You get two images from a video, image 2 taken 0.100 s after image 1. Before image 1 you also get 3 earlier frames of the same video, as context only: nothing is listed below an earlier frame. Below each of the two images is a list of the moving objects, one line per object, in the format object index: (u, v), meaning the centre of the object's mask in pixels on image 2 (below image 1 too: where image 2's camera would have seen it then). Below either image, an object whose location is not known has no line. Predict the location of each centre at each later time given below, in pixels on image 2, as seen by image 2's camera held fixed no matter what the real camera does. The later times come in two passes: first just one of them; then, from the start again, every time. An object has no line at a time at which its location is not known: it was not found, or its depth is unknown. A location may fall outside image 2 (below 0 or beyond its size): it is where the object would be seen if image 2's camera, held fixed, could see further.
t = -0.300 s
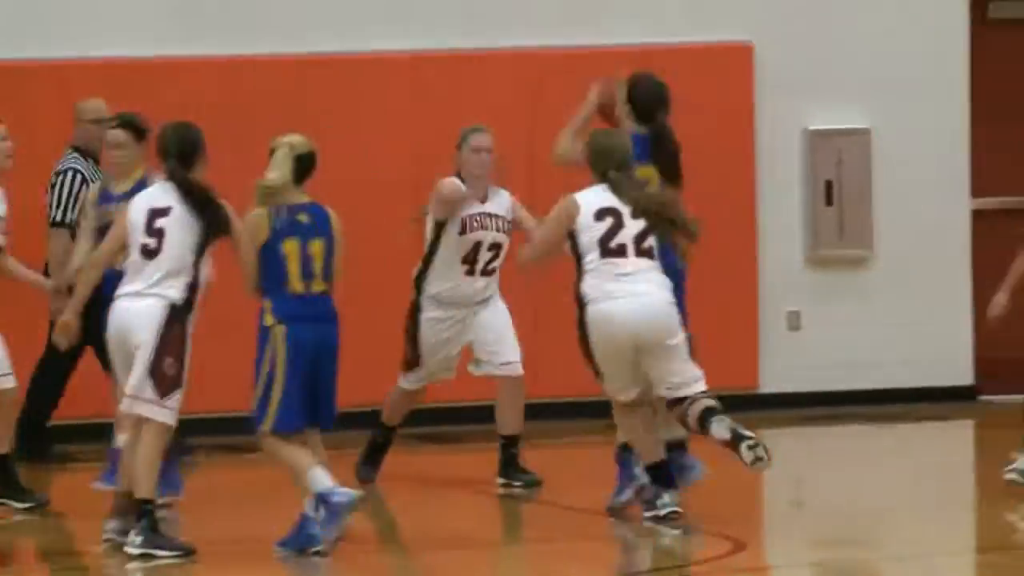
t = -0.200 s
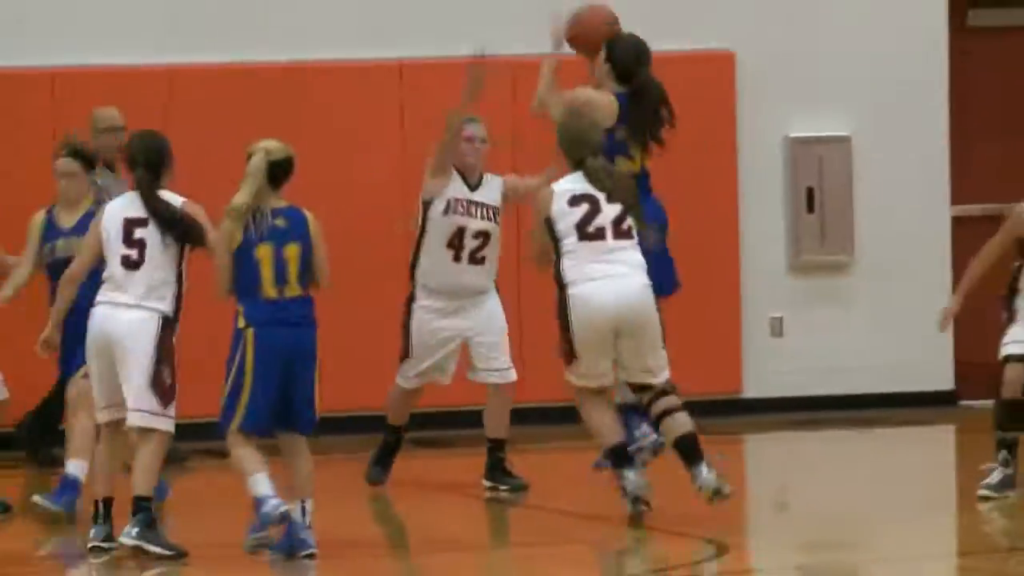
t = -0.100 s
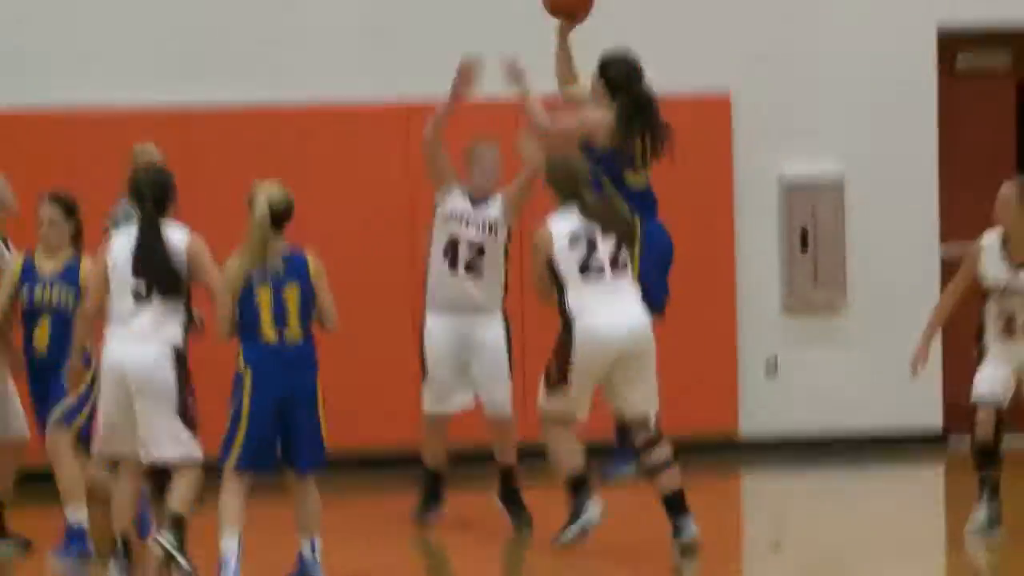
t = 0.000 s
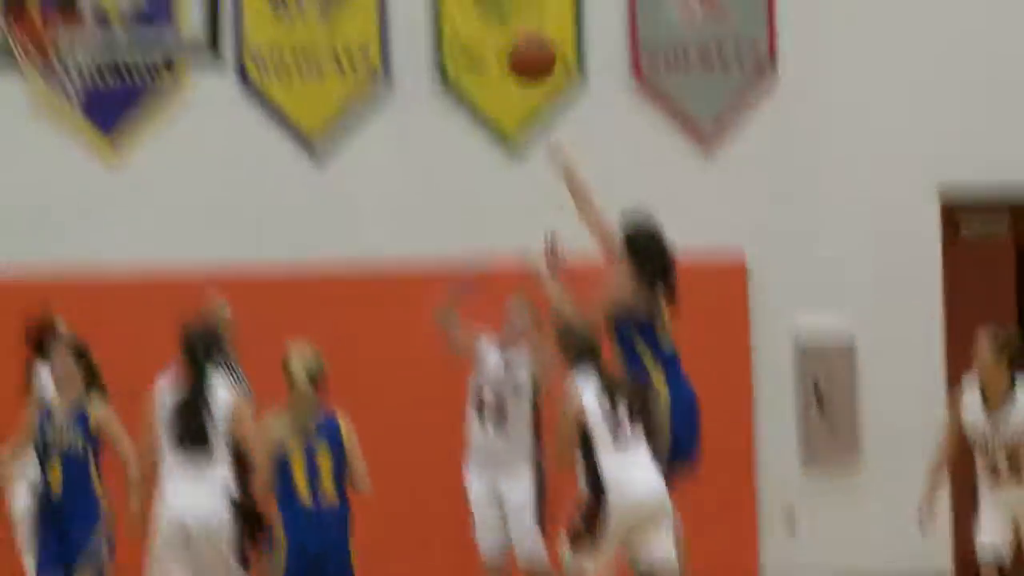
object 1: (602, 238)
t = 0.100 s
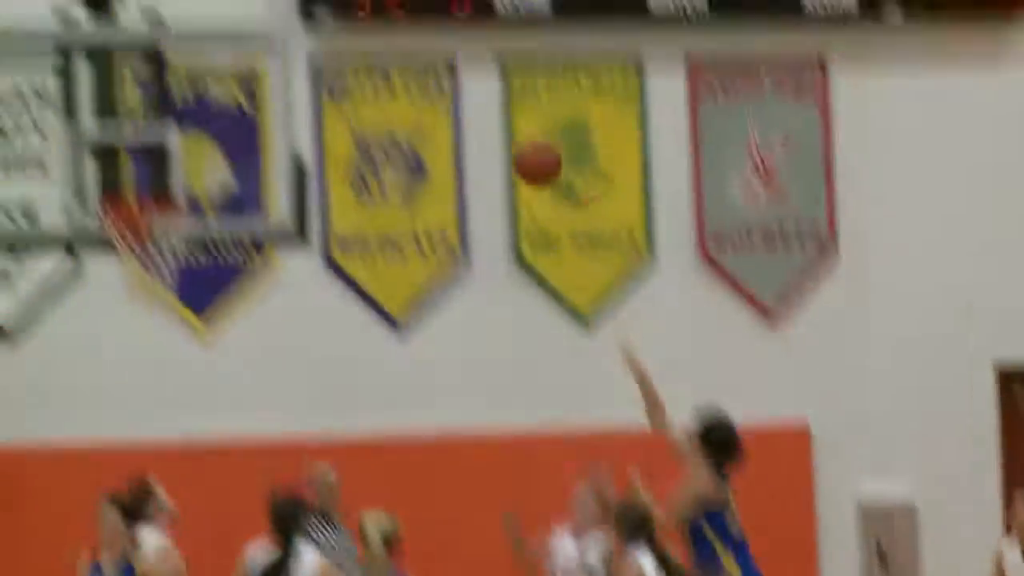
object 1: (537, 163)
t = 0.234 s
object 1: (458, 101)
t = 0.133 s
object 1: (517, 144)
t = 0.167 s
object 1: (497, 128)
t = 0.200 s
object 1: (479, 113)
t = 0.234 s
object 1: (458, 101)
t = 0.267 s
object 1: (439, 91)
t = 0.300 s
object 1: (420, 83)
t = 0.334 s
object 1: (401, 78)
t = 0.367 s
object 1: (382, 75)
